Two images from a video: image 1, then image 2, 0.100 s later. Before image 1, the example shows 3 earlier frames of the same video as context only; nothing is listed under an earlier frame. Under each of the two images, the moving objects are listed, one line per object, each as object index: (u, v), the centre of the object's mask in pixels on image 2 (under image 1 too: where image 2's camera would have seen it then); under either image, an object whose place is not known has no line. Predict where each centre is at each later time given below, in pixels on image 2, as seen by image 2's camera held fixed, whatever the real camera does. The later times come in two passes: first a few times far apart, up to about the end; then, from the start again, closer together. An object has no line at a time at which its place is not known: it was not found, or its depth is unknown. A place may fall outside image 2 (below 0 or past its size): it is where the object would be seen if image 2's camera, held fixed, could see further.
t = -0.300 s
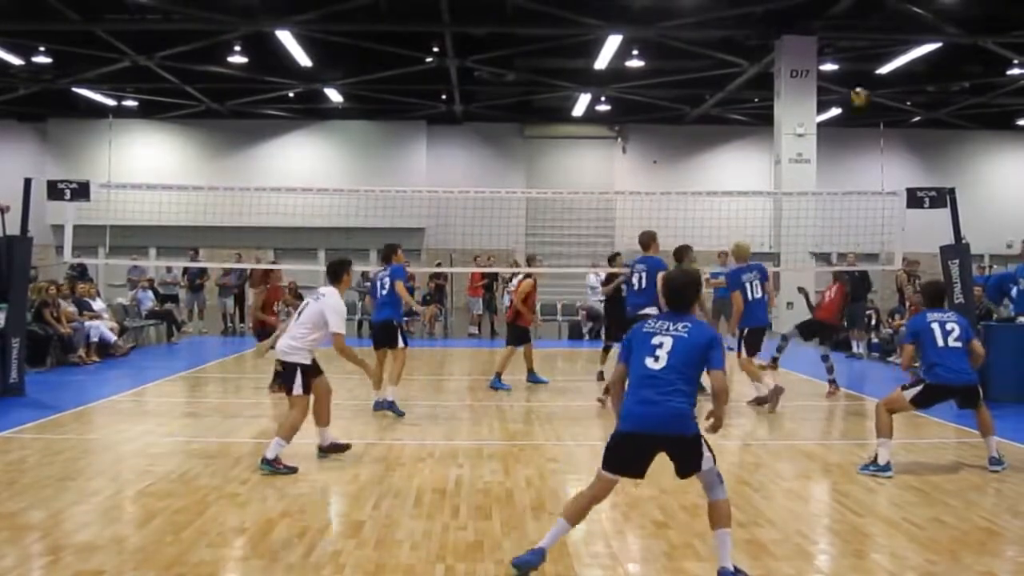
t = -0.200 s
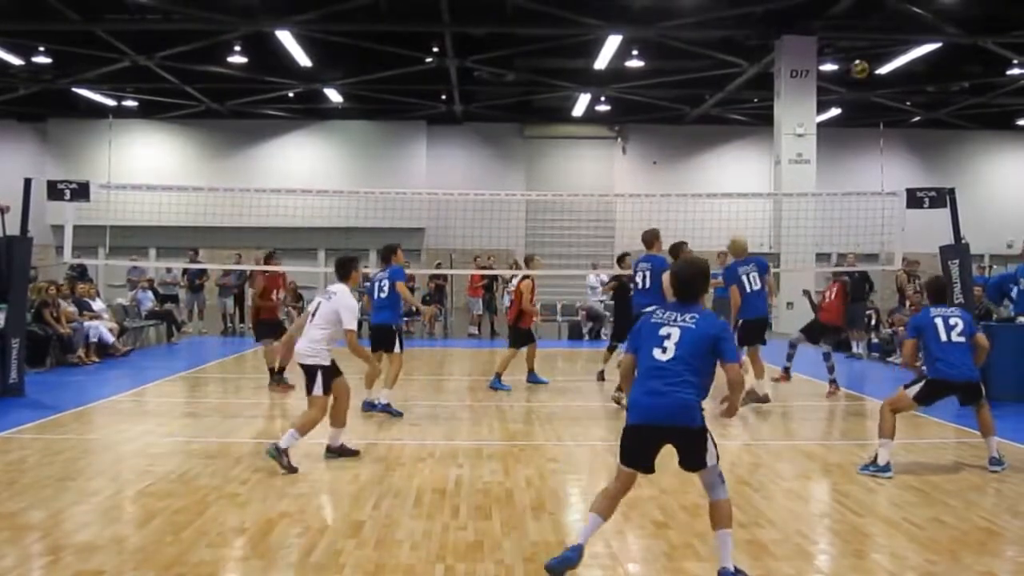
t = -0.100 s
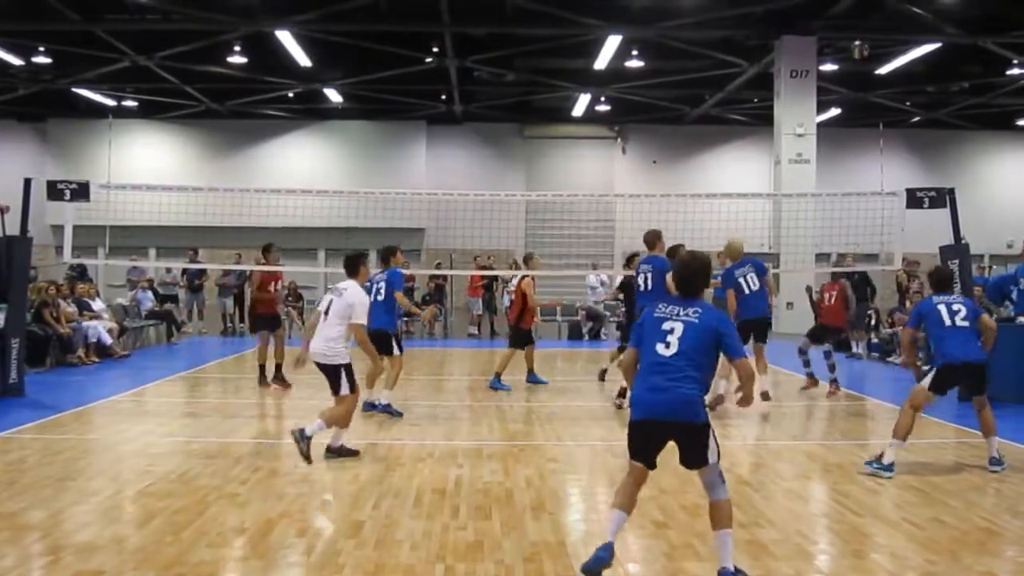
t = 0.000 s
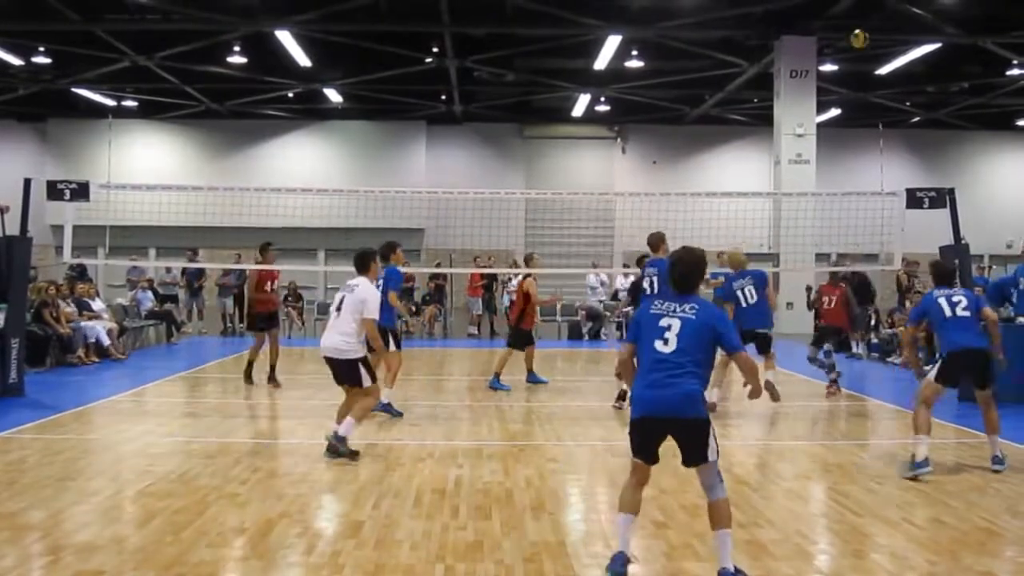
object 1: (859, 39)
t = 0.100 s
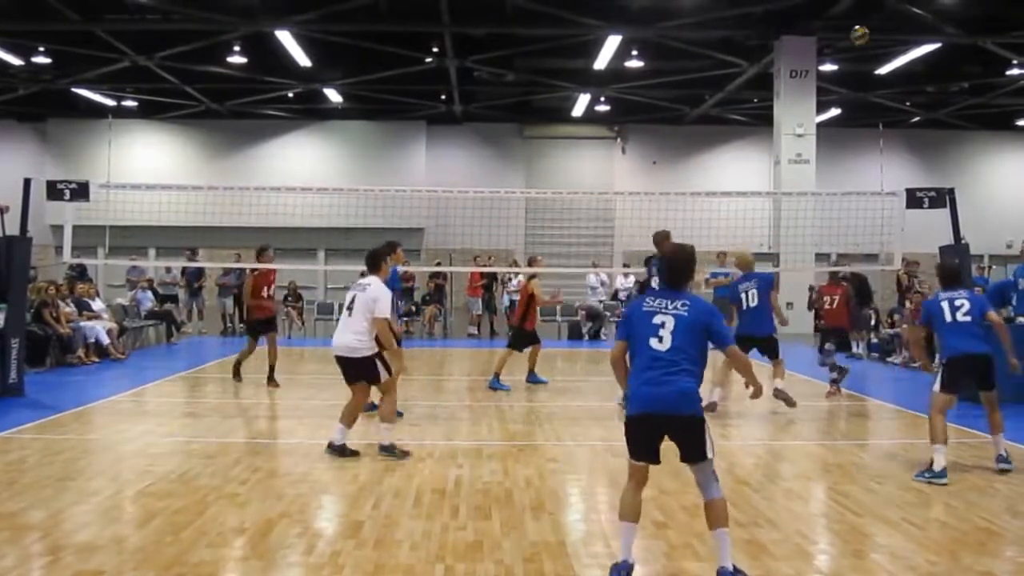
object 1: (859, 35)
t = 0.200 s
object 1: (860, 38)
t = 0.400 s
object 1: (861, 71)
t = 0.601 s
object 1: (862, 134)
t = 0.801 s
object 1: (862, 182)
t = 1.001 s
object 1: (863, 196)
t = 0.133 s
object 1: (859, 35)
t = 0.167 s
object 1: (859, 35)
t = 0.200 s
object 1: (860, 38)
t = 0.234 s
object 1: (860, 41)
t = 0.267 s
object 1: (860, 45)
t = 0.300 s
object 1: (860, 51)
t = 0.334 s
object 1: (860, 56)
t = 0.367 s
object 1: (861, 63)
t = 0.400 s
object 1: (861, 71)
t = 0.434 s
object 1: (861, 80)
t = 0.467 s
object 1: (861, 88)
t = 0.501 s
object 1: (861, 99)
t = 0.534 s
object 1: (861, 111)
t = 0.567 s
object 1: (861, 122)
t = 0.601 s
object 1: (862, 134)
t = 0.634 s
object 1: (862, 149)
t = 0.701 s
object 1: (862, 181)
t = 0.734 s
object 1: (862, 184)
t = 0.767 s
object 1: (862, 183)
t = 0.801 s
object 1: (862, 182)
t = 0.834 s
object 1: (862, 182)
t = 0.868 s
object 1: (862, 183)
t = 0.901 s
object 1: (862, 186)
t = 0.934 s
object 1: (862, 188)
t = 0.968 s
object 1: (862, 192)
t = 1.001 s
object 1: (863, 196)
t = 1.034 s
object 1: (862, 202)
